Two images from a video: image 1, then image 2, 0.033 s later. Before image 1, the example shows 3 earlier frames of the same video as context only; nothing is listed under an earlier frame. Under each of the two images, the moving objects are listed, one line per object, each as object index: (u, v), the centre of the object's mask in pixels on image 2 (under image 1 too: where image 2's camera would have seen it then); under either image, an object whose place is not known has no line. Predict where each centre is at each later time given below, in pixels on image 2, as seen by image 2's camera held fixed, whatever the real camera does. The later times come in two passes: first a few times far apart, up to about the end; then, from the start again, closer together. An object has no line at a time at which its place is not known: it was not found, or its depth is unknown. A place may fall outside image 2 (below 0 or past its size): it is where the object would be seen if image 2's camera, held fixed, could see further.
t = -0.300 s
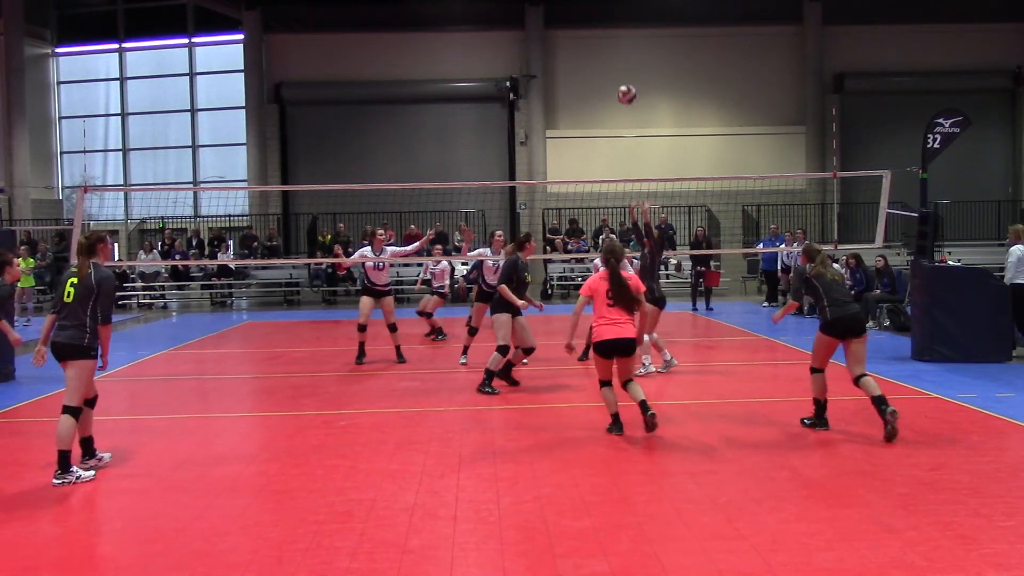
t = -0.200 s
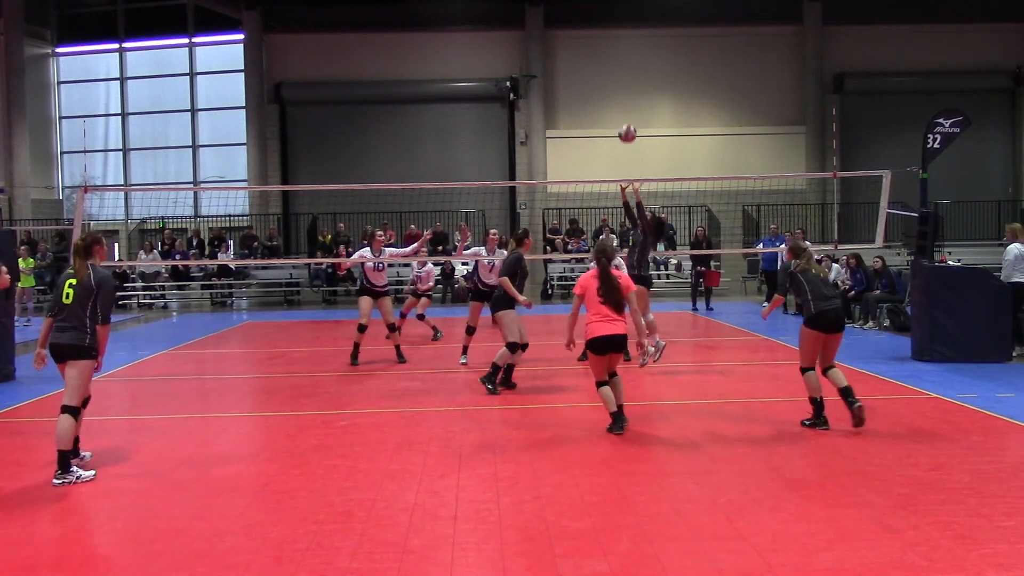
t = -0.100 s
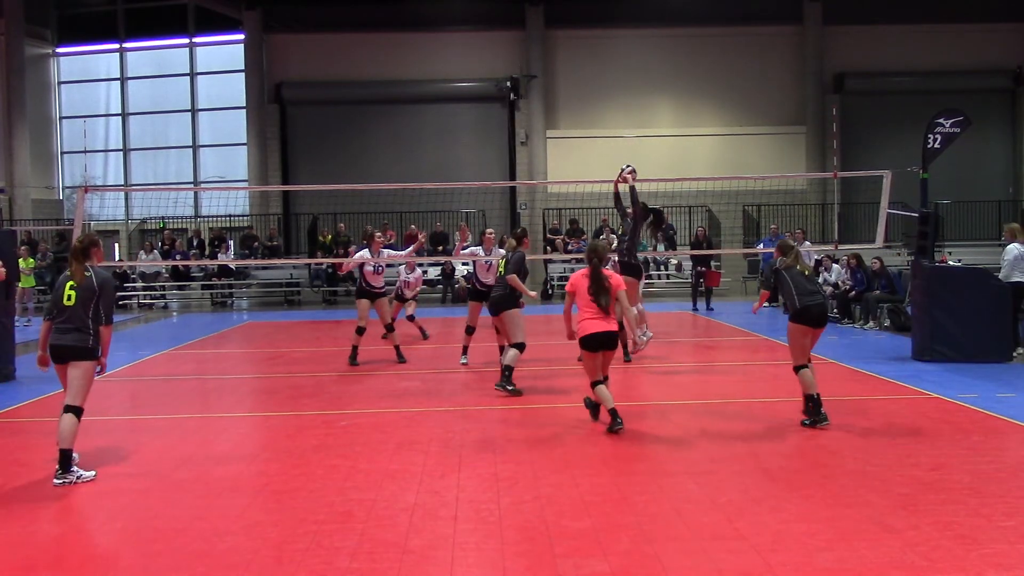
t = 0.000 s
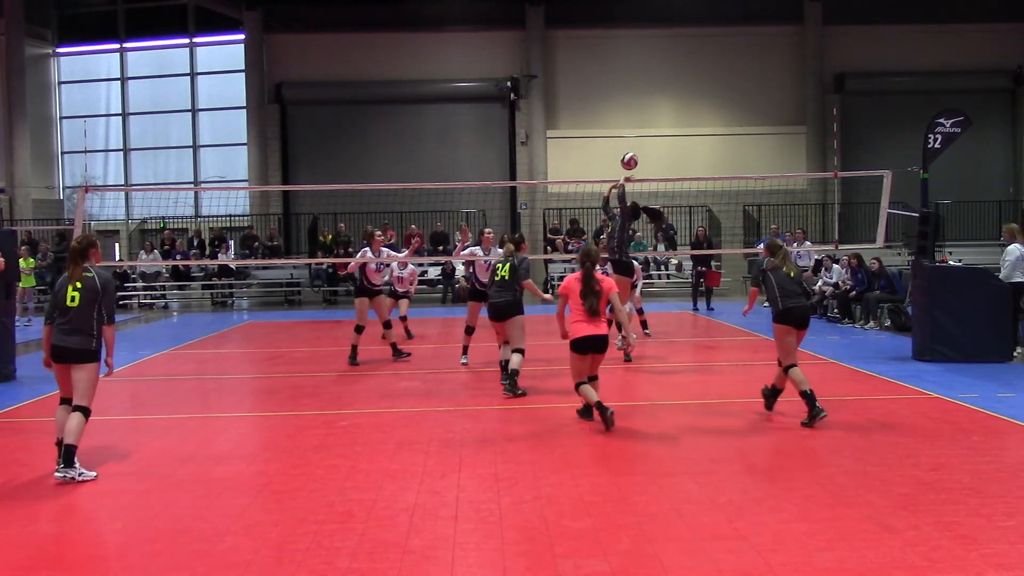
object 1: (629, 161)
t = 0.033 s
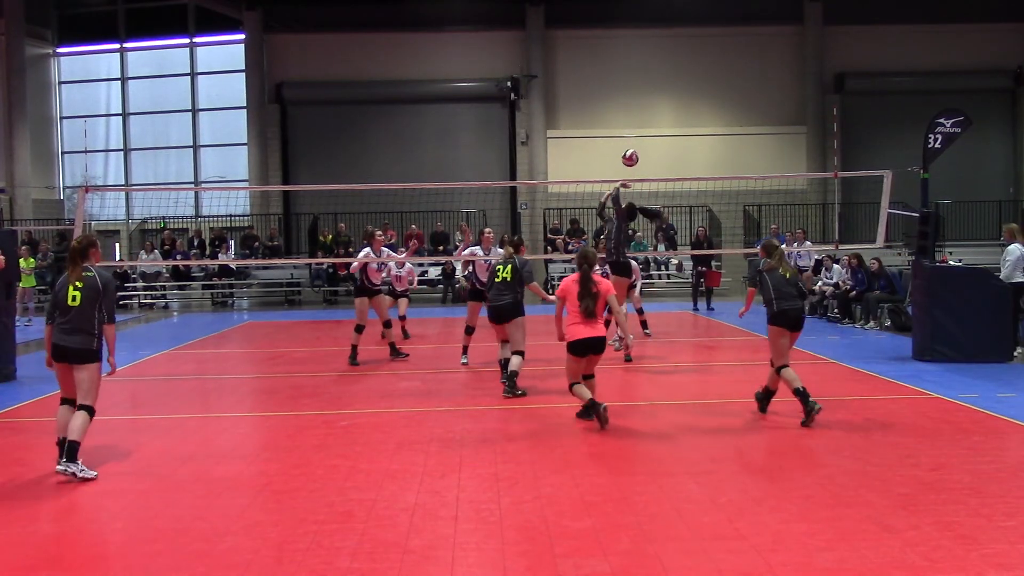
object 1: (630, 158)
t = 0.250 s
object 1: (634, 159)
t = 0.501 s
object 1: (638, 203)
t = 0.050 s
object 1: (630, 157)
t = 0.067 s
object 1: (631, 156)
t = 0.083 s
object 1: (631, 155)
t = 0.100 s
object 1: (631, 154)
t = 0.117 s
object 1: (632, 154)
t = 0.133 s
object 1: (632, 154)
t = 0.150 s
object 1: (632, 154)
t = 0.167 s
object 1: (632, 154)
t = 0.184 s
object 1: (633, 155)
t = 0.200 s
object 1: (633, 155)
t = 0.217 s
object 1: (633, 157)
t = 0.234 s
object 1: (634, 158)
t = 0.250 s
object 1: (634, 159)
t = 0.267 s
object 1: (634, 160)
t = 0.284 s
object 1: (635, 162)
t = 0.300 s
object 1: (635, 164)
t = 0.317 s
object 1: (635, 166)
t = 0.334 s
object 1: (635, 169)
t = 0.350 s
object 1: (635, 171)
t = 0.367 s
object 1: (636, 173)
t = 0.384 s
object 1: (636, 176)
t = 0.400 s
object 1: (636, 180)
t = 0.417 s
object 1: (636, 184)
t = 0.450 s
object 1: (637, 191)
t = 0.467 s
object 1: (638, 195)
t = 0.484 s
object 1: (638, 198)
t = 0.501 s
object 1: (638, 203)
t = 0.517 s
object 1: (639, 207)
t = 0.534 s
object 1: (639, 211)
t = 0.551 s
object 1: (638, 215)
